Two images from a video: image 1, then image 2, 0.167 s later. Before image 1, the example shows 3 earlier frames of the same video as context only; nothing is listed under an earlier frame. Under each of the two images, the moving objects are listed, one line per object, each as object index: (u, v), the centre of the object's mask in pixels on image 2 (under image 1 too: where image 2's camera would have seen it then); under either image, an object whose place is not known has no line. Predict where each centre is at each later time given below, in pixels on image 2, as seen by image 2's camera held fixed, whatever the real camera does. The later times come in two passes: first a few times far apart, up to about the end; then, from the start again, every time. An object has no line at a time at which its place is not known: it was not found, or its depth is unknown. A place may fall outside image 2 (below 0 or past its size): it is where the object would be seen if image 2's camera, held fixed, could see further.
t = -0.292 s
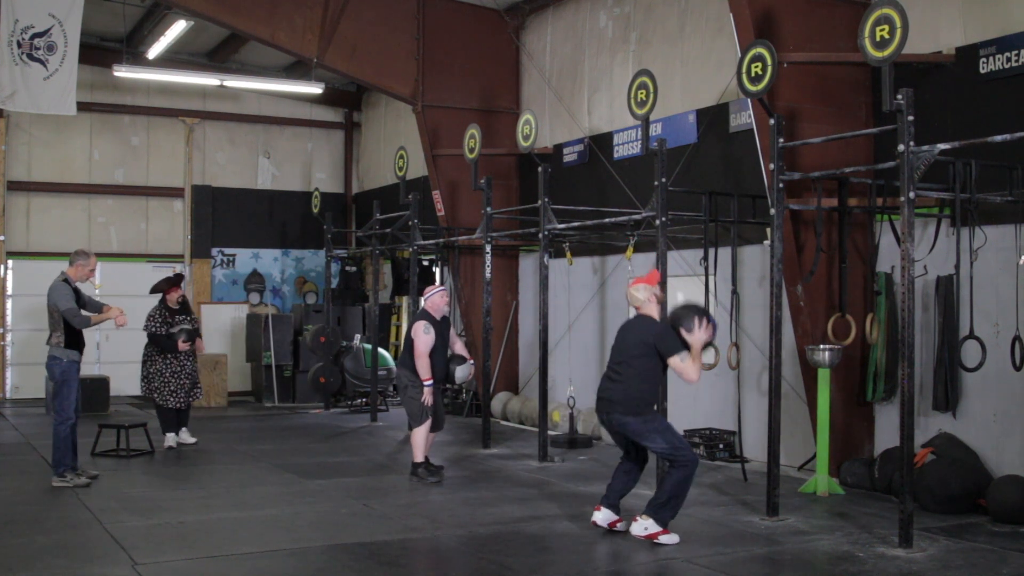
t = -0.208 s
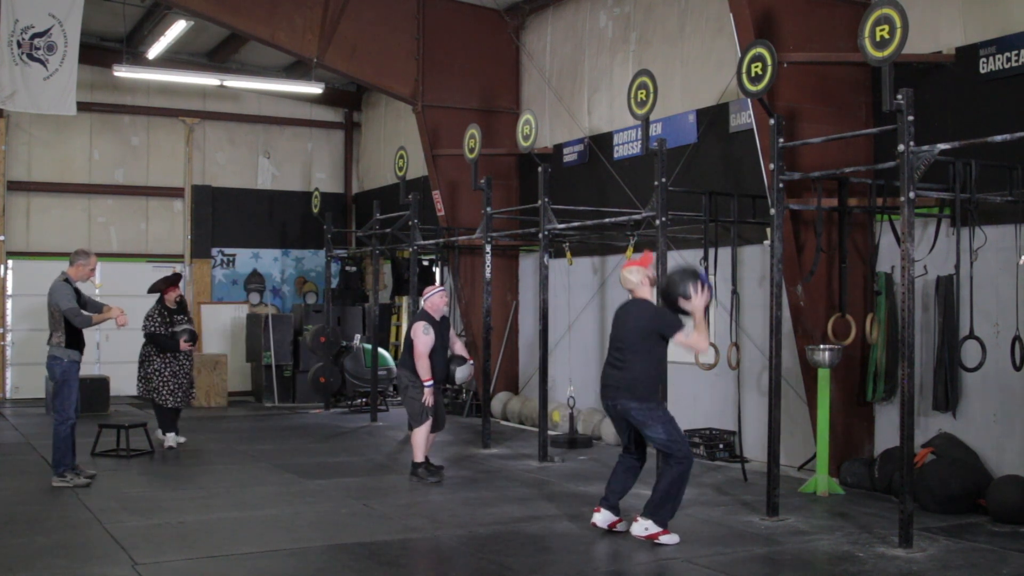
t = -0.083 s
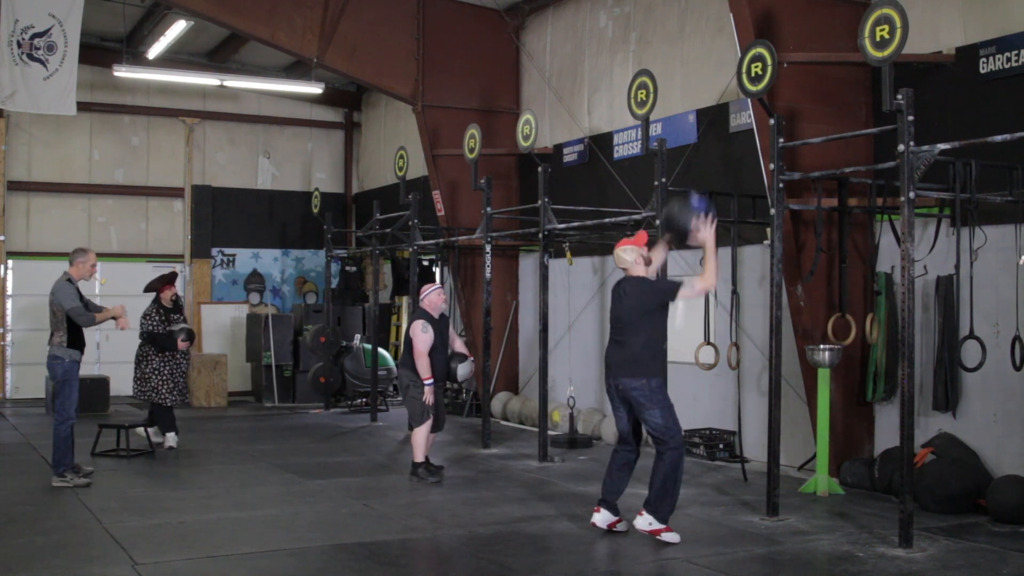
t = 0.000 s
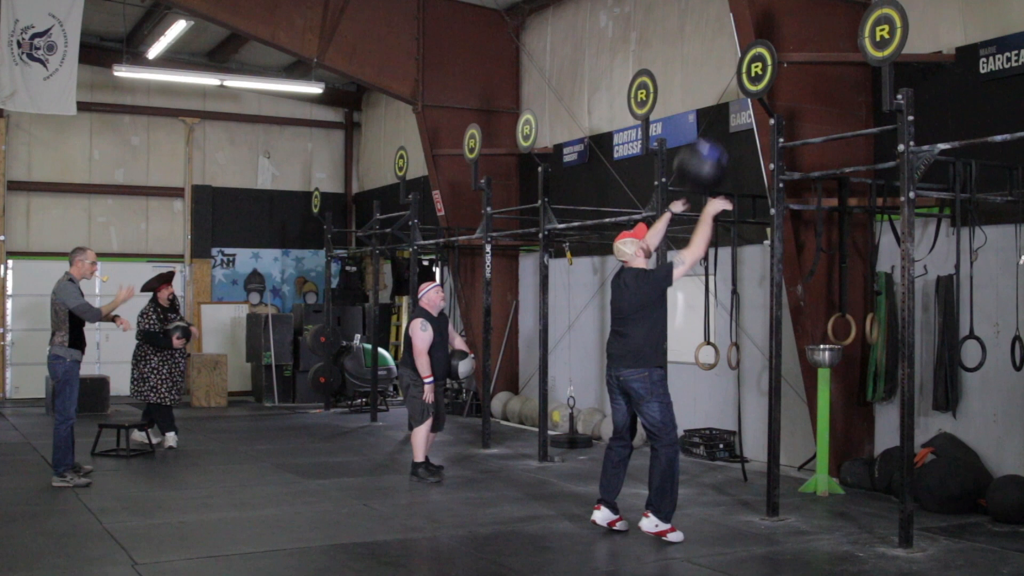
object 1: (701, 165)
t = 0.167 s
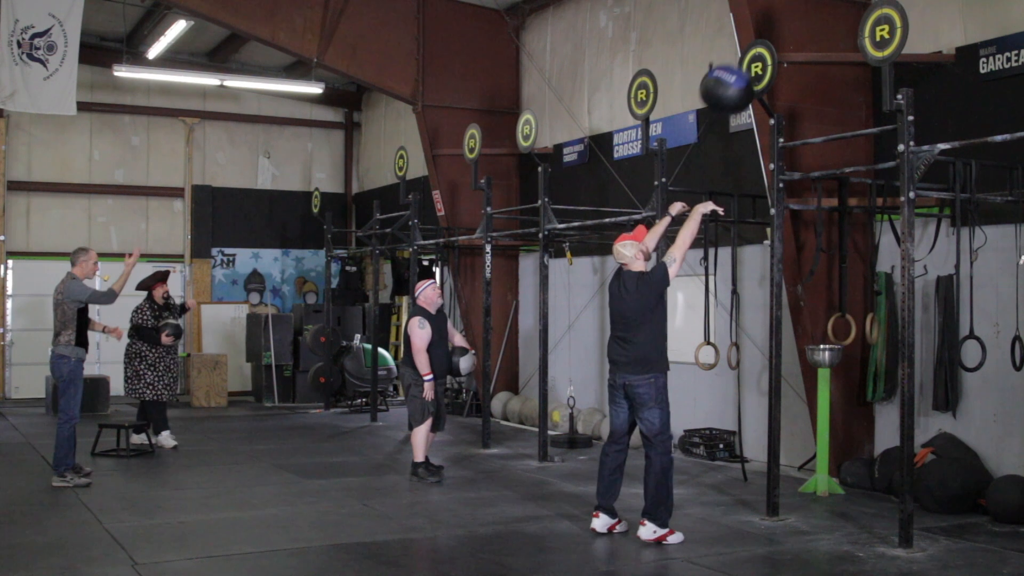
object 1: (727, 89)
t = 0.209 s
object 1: (733, 77)
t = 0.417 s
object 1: (724, 58)
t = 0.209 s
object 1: (733, 77)
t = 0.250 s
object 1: (736, 68)
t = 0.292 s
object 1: (735, 63)
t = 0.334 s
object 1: (731, 59)
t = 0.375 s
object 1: (728, 57)
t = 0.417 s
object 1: (724, 58)
